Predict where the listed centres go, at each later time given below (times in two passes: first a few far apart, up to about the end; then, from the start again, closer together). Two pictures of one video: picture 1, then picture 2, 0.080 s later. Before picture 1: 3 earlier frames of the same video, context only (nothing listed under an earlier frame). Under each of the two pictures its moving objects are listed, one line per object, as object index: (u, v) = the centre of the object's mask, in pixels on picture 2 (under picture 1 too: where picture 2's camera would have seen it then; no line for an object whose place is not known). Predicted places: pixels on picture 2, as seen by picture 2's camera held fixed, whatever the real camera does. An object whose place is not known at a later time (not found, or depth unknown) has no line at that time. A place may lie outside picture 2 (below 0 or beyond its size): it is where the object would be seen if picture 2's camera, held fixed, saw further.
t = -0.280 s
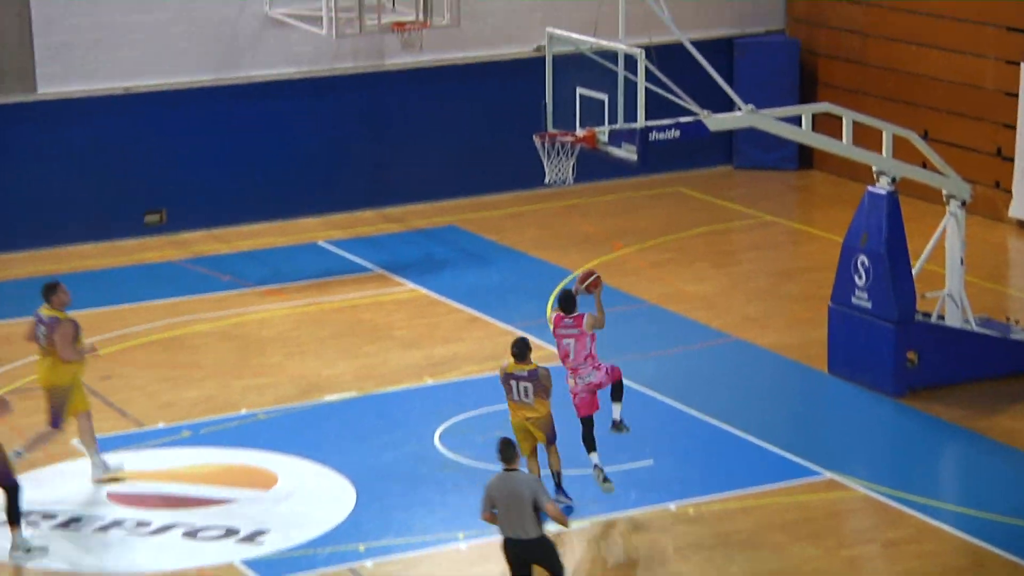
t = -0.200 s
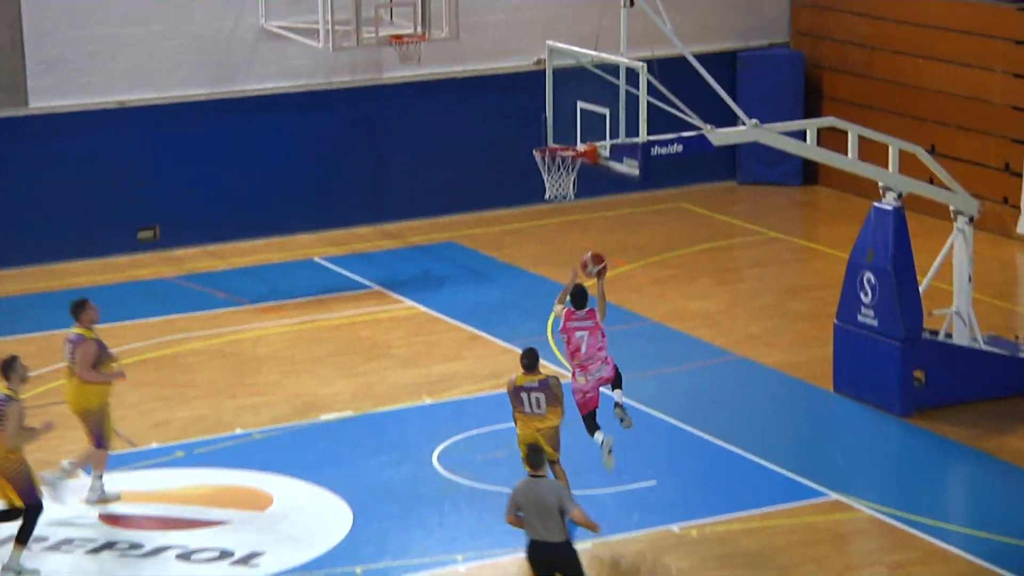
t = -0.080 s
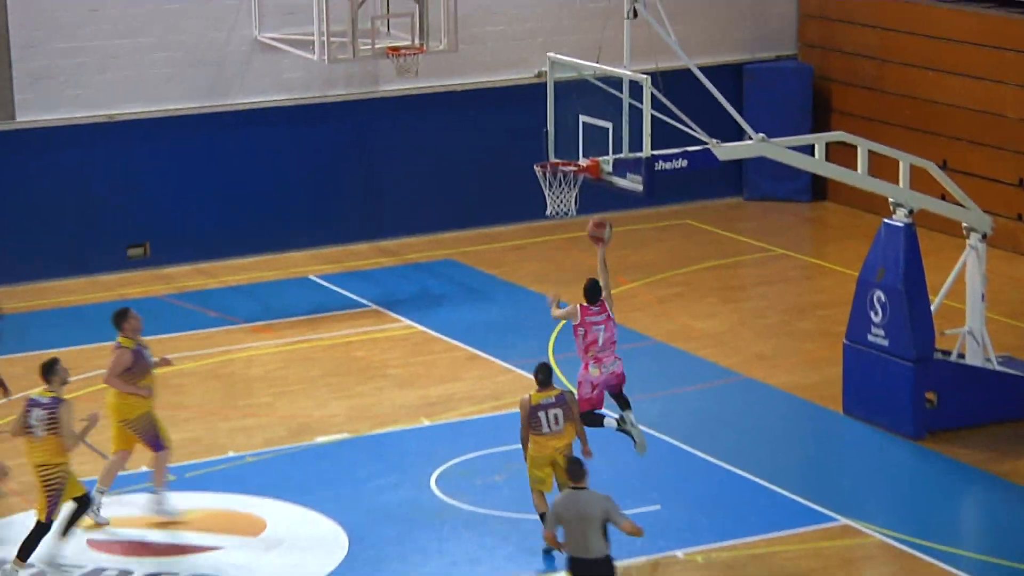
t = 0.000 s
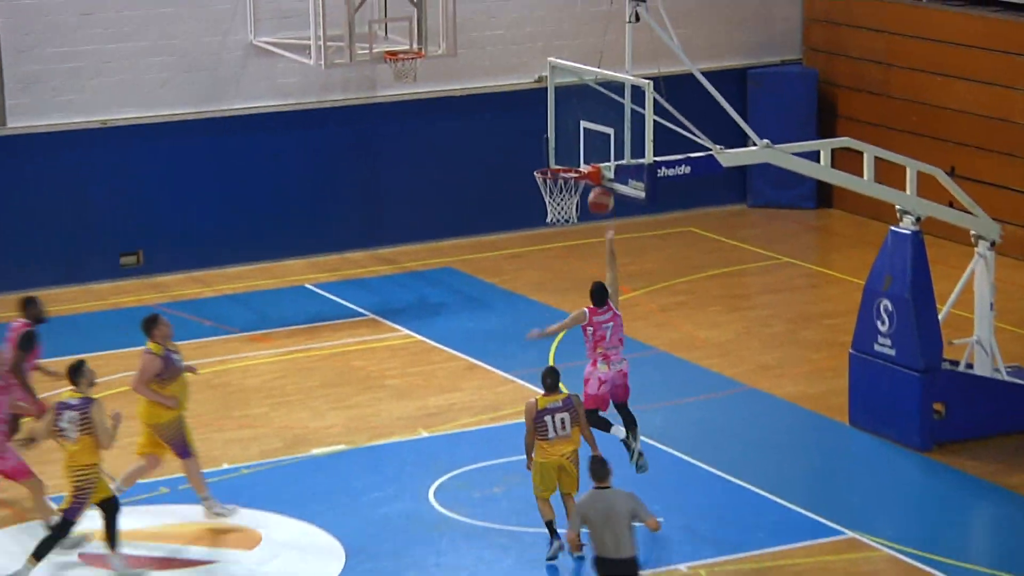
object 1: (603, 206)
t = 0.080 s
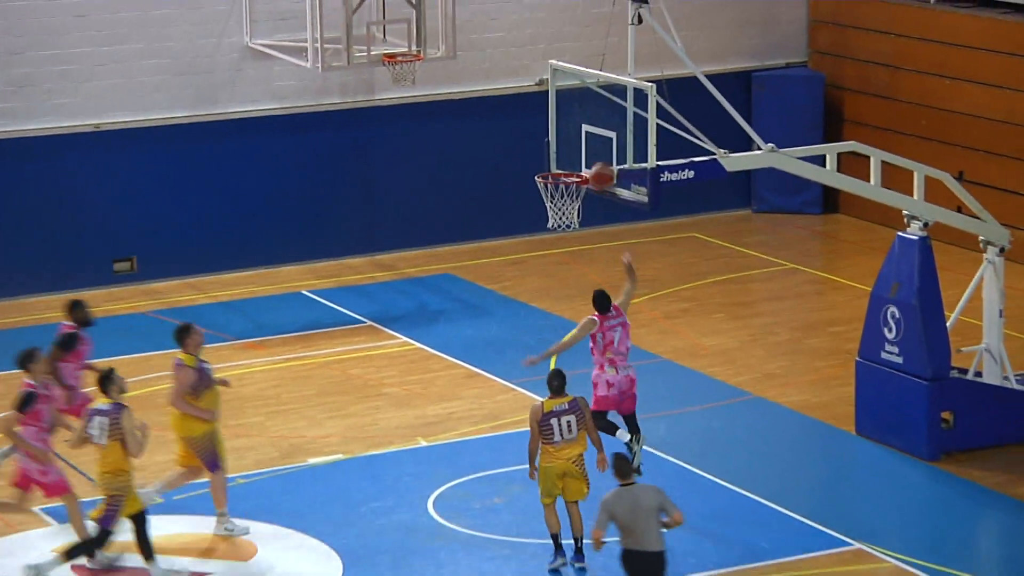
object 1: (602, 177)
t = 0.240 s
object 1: (584, 150)
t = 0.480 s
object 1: (542, 161)
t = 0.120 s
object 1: (602, 165)
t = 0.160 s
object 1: (600, 156)
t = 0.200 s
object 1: (592, 152)
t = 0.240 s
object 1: (584, 150)
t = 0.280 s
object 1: (575, 149)
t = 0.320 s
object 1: (568, 149)
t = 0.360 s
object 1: (560, 153)
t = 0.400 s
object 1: (551, 157)
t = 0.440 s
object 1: (543, 163)
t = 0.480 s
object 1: (542, 161)
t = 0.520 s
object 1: (543, 156)
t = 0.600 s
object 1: (545, 152)
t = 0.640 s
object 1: (546, 153)
